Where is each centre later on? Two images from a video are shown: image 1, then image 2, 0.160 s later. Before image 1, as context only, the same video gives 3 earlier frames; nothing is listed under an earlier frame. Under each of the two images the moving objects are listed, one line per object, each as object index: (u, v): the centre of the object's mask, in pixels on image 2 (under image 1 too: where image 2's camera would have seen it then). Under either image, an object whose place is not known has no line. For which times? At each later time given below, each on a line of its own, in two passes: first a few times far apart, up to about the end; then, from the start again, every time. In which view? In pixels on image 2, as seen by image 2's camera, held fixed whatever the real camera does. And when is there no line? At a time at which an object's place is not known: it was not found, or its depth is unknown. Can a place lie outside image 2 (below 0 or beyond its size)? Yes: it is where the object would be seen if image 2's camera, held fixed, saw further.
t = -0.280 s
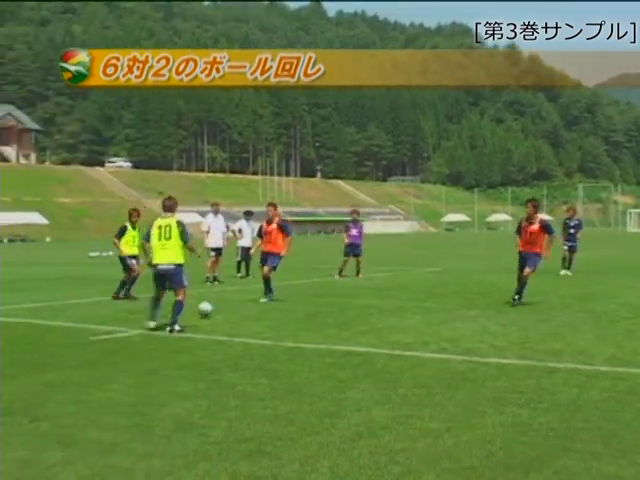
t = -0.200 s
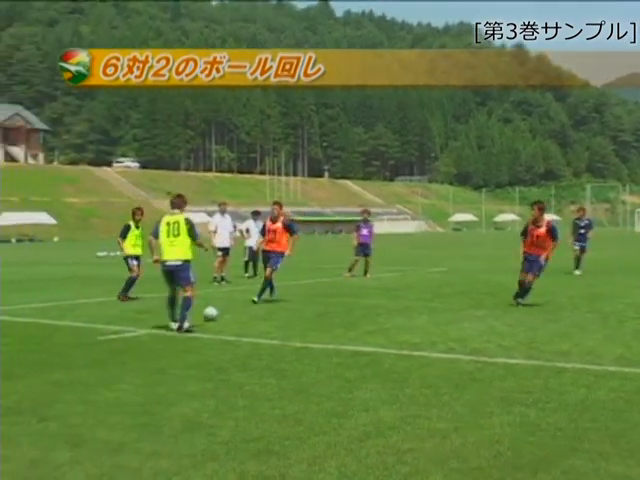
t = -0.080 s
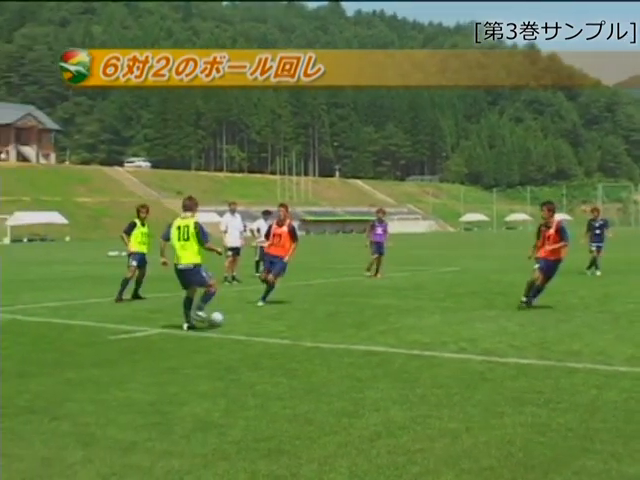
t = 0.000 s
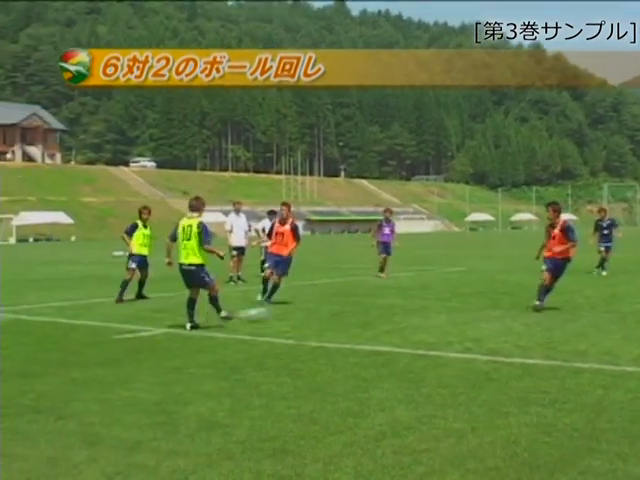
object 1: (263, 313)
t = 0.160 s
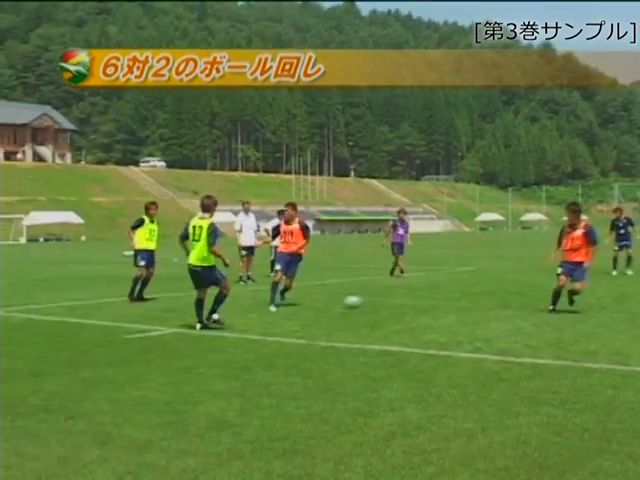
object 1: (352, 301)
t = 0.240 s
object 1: (388, 297)
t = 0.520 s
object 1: (478, 285)
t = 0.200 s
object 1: (371, 298)
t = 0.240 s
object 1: (388, 297)
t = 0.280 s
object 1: (403, 295)
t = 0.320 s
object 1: (419, 294)
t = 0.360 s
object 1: (432, 291)
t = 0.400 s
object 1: (444, 288)
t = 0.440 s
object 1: (456, 287)
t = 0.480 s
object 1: (467, 286)
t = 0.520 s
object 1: (478, 285)
